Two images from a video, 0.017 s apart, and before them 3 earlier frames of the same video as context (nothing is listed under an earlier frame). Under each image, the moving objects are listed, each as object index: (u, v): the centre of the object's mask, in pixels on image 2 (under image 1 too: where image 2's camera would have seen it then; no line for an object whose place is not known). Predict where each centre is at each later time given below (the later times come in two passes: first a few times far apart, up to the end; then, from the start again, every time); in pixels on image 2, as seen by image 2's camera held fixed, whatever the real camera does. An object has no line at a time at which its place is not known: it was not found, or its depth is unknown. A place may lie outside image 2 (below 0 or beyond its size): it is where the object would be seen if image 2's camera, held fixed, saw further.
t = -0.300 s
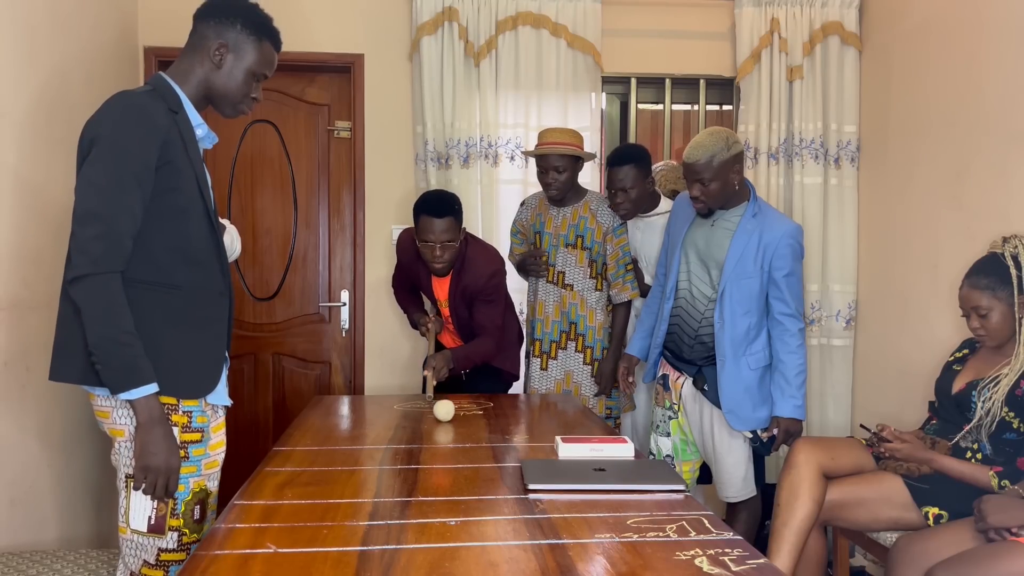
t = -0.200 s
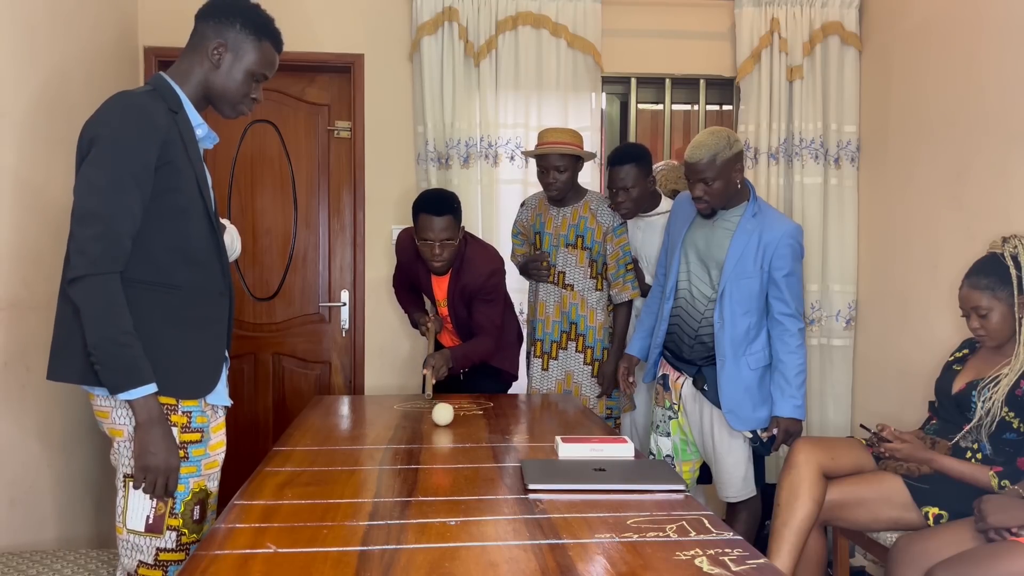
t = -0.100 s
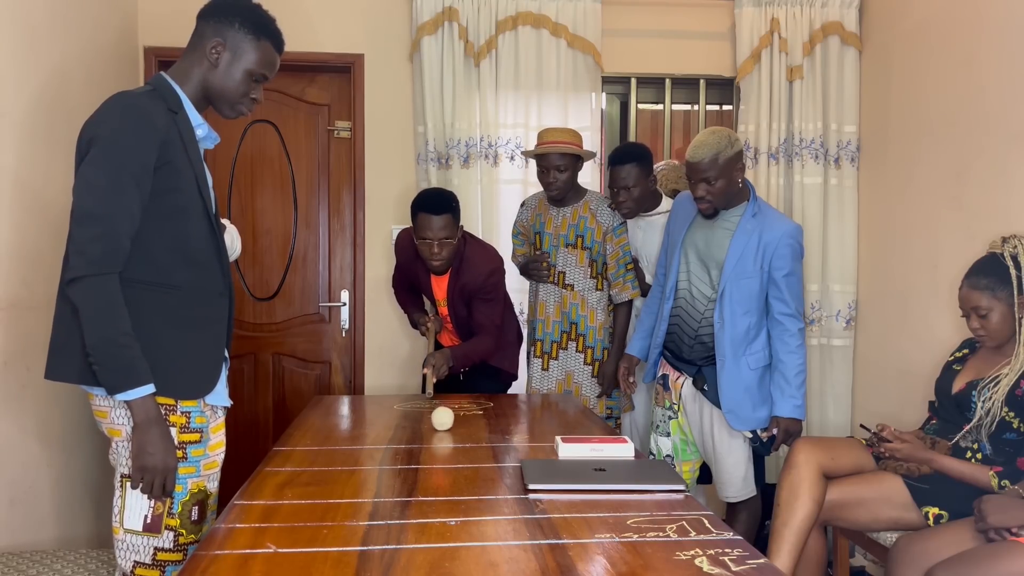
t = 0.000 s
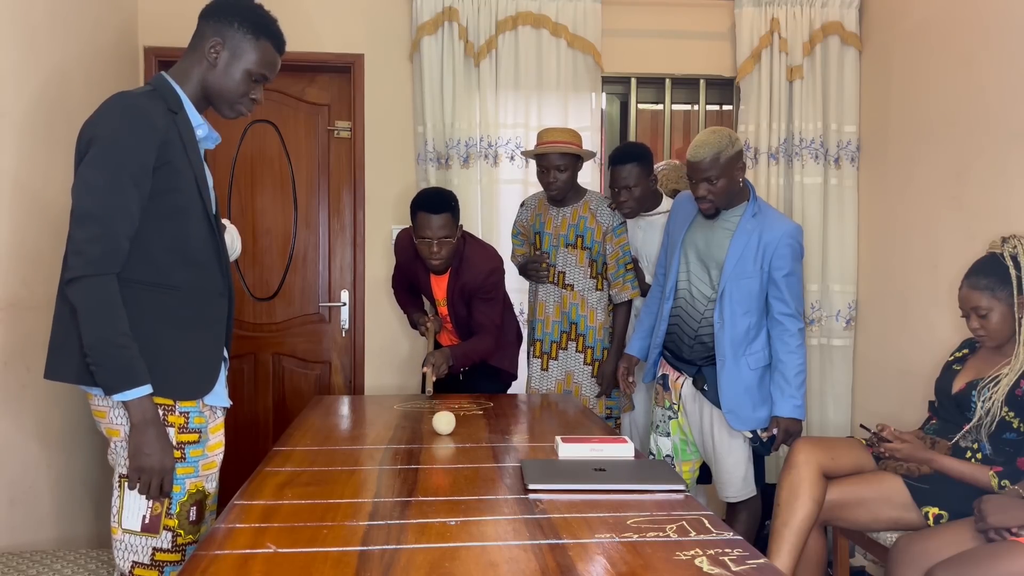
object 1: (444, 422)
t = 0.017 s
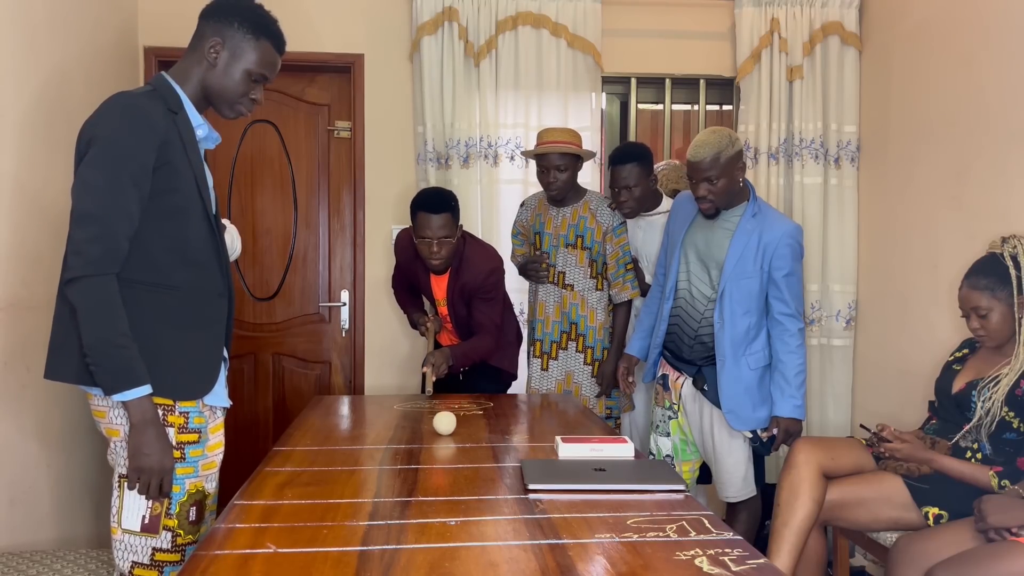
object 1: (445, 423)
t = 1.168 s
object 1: (492, 467)
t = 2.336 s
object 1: (535, 510)
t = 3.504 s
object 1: (444, 552)
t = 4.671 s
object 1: (319, 535)
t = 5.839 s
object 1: (316, 521)
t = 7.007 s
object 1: (332, 534)
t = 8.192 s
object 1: (332, 534)
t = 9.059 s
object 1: (333, 534)
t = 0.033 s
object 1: (445, 424)
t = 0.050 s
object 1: (446, 424)
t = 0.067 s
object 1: (446, 425)
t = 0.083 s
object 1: (447, 425)
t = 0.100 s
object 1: (448, 426)
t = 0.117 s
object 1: (448, 427)
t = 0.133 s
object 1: (449, 427)
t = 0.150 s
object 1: (450, 428)
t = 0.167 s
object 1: (450, 429)
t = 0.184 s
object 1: (451, 430)
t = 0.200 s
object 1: (451, 431)
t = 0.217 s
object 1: (452, 431)
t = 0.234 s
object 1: (453, 432)
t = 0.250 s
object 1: (453, 432)
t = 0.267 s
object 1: (454, 432)
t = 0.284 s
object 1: (455, 433)
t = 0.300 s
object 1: (455, 434)
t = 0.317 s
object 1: (456, 435)
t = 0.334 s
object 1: (456, 435)
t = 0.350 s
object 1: (456, 436)
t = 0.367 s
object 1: (457, 437)
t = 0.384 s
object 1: (457, 437)
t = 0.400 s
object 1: (457, 438)
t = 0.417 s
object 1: (458, 439)
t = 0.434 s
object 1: (457, 439)
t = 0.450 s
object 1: (458, 439)
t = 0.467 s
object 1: (458, 440)
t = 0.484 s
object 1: (458, 441)
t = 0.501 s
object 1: (459, 441)
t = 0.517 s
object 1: (459, 442)
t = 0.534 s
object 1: (460, 443)
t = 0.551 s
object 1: (460, 443)
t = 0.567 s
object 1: (461, 444)
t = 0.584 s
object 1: (462, 445)
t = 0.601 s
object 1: (462, 446)
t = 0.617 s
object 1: (463, 446)
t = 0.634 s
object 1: (463, 447)
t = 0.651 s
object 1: (464, 448)
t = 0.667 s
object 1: (464, 448)
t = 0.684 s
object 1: (464, 449)
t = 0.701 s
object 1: (465, 449)
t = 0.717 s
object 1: (465, 449)
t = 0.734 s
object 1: (465, 451)
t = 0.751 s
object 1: (466, 452)
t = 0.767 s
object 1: (467, 452)
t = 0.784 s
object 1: (468, 452)
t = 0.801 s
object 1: (470, 453)
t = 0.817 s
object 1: (472, 454)
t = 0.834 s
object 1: (473, 454)
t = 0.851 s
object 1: (474, 454)
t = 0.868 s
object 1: (476, 455)
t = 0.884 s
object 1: (477, 455)
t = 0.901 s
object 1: (478, 456)
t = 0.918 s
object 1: (479, 457)
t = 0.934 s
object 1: (480, 457)
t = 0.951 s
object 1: (481, 458)
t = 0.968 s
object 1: (482, 458)
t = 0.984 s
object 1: (483, 459)
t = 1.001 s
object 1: (484, 459)
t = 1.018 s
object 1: (485, 460)
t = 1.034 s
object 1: (485, 460)
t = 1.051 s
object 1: (486, 461)
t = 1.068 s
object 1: (487, 462)
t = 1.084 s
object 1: (487, 463)
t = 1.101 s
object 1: (488, 463)
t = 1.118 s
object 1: (489, 464)
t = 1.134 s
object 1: (490, 465)
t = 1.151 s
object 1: (491, 466)
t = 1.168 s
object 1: (492, 467)
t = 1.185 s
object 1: (493, 467)
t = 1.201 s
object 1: (494, 467)
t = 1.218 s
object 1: (495, 467)
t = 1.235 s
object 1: (497, 467)
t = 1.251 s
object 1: (498, 468)
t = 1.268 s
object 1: (499, 468)
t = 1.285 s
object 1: (501, 469)
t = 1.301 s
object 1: (502, 470)
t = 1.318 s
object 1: (504, 471)
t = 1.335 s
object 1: (504, 471)
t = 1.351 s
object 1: (505, 472)
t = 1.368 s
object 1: (506, 472)
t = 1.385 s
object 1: (507, 473)
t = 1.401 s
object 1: (507, 474)
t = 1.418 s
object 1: (508, 475)
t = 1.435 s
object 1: (508, 475)
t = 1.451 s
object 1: (509, 475)
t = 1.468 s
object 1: (509, 476)
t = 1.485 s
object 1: (509, 477)
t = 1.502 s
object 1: (510, 477)
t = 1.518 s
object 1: (510, 478)
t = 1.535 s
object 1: (511, 478)
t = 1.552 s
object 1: (512, 479)
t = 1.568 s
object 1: (513, 479)
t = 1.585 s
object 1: (514, 480)
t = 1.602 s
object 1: (515, 481)
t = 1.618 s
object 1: (516, 482)
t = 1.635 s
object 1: (516, 482)
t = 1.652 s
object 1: (517, 483)
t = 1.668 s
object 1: (518, 483)
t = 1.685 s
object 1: (518, 484)
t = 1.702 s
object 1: (519, 485)
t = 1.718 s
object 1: (519, 485)
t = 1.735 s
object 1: (520, 486)
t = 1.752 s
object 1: (520, 487)
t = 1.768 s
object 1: (520, 488)
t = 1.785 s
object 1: (521, 489)
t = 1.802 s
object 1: (522, 490)
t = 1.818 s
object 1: (522, 491)
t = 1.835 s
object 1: (523, 491)
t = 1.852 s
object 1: (524, 492)
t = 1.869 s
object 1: (524, 492)
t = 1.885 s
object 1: (525, 492)
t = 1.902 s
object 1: (526, 493)
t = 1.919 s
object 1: (527, 493)
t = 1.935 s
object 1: (528, 493)
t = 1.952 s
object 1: (529, 494)
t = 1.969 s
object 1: (530, 495)
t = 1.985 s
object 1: (531, 495)
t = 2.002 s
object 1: (532, 496)
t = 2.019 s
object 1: (533, 497)
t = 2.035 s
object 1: (533, 498)
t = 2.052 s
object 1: (533, 498)
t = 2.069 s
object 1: (533, 499)
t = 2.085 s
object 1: (534, 500)
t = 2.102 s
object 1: (534, 502)
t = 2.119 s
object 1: (534, 502)
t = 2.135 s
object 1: (534, 502)
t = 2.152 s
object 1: (534, 503)
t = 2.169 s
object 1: (534, 503)
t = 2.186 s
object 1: (533, 504)
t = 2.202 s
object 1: (534, 505)
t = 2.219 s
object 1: (534, 506)
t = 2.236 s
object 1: (534, 506)
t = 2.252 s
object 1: (534, 506)
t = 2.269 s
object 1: (534, 507)
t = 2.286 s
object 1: (534, 508)
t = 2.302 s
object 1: (534, 508)
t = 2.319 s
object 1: (535, 509)
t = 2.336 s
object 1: (535, 510)
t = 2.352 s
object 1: (535, 511)
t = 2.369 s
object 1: (536, 512)
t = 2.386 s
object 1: (536, 513)
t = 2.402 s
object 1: (536, 513)
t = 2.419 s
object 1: (536, 514)
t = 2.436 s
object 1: (536, 514)
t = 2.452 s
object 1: (536, 515)
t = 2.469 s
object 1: (535, 516)
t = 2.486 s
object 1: (535, 517)
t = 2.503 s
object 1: (535, 518)
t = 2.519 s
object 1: (535, 519)
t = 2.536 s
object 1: (535, 520)
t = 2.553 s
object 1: (535, 521)
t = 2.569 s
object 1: (535, 523)
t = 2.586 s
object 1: (534, 523)
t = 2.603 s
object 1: (534, 524)
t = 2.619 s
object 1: (533, 524)
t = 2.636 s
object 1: (533, 524)
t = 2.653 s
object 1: (532, 525)
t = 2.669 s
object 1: (532, 525)
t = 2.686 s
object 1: (531, 525)
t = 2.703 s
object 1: (531, 526)
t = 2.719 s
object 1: (531, 527)
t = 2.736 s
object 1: (530, 527)
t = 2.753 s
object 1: (529, 529)
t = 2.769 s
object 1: (529, 530)
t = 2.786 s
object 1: (528, 531)
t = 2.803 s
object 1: (526, 532)
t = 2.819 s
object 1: (525, 532)
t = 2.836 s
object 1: (523, 532)
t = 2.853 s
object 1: (521, 533)
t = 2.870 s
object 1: (520, 534)
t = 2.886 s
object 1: (518, 535)
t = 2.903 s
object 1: (517, 535)
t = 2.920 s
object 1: (516, 536)
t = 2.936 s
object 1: (515, 536)
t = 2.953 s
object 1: (514, 537)
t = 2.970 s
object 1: (512, 538)
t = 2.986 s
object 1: (511, 539)
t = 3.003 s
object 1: (509, 539)
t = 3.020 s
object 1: (508, 540)
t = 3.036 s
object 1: (506, 540)
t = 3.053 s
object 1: (505, 540)
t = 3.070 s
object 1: (503, 541)
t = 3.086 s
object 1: (502, 541)
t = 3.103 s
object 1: (500, 541)
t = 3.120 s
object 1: (498, 542)
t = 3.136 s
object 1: (496, 543)
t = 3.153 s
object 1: (494, 543)
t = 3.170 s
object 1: (492, 544)
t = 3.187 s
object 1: (490, 545)
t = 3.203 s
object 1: (489, 545)
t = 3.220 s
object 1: (487, 546)
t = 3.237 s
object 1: (485, 546)
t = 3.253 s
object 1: (483, 547)
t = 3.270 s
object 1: (481, 548)
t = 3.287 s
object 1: (479, 548)
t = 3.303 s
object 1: (477, 549)
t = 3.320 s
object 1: (474, 549)
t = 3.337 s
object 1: (472, 550)
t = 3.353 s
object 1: (469, 551)
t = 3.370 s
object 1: (466, 551)
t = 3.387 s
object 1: (463, 552)
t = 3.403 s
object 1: (460, 552)
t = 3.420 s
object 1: (457, 552)
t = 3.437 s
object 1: (454, 552)
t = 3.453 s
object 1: (452, 552)
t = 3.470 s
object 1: (449, 552)
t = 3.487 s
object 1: (447, 552)
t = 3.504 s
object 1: (444, 552)
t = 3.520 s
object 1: (442, 551)
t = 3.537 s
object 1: (440, 552)
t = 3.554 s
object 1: (438, 552)
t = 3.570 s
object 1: (436, 552)
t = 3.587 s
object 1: (434, 553)
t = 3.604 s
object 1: (431, 554)
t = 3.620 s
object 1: (428, 554)
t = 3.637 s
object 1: (425, 554)
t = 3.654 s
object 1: (422, 553)
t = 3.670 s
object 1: (419, 553)
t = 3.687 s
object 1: (417, 552)
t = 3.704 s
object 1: (414, 552)
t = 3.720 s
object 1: (412, 552)
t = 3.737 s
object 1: (409, 552)
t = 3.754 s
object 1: (407, 552)
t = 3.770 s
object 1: (404, 552)
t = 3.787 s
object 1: (402, 552)
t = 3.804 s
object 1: (399, 552)
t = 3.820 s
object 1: (397, 552)
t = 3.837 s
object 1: (395, 552)
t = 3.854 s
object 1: (392, 551)
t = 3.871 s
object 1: (390, 551)
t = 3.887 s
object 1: (388, 550)
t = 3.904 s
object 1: (386, 550)
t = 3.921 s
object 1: (384, 549)
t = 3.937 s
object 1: (382, 549)
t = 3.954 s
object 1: (380, 549)
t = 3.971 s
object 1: (378, 549)
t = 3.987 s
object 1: (376, 549)
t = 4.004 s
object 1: (373, 549)
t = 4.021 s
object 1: (371, 549)
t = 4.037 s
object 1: (369, 548)
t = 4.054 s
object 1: (367, 548)
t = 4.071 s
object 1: (365, 548)
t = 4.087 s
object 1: (363, 548)
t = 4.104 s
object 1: (362, 547)
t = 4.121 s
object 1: (360, 547)
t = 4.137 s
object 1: (358, 547)
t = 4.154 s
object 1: (357, 546)
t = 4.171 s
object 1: (356, 546)
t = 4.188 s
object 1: (354, 545)
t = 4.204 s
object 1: (353, 545)
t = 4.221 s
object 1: (351, 545)
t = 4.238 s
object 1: (350, 545)
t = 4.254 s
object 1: (348, 544)
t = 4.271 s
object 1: (347, 543)
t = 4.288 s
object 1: (346, 543)
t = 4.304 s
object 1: (344, 542)
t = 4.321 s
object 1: (343, 541)
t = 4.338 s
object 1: (341, 540)
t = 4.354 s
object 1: (340, 539)
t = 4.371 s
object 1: (339, 538)
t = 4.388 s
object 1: (338, 538)
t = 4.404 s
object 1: (337, 537)
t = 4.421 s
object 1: (336, 537)
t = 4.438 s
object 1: (335, 537)
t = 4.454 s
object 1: (334, 537)
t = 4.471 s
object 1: (332, 537)
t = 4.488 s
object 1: (331, 537)
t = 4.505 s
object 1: (330, 536)
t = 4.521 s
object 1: (329, 536)
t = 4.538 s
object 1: (328, 536)
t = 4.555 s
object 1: (326, 536)
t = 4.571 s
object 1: (325, 536)
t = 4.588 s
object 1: (324, 536)
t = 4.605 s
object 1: (323, 536)
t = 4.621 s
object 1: (322, 536)
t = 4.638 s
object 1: (321, 536)
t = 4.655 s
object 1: (320, 536)
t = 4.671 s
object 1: (319, 535)
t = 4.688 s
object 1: (318, 535)
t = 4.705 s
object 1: (317, 534)
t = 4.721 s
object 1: (317, 534)
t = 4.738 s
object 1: (317, 533)
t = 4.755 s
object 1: (317, 532)
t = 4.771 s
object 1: (317, 532)
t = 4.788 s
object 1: (317, 531)
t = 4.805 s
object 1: (317, 531)
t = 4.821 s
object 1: (317, 531)
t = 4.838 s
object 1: (317, 530)
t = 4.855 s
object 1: (317, 530)
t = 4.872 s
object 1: (317, 529)
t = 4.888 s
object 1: (316, 529)
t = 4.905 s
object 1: (316, 529)
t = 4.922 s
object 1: (316, 528)
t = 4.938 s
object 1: (315, 528)
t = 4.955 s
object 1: (315, 528)
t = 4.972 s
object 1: (315, 527)
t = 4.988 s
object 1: (314, 527)
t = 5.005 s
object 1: (314, 526)
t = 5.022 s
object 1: (314, 526)
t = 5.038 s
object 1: (314, 525)
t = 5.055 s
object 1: (314, 524)
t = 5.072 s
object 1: (314, 524)
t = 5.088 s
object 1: (315, 523)
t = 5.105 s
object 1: (315, 523)
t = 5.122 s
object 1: (315, 522)
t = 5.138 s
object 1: (315, 522)
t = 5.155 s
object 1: (315, 522)
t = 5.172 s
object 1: (315, 522)
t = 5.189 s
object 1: (315, 521)
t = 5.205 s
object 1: (315, 521)
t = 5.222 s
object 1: (314, 521)
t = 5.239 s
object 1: (314, 521)
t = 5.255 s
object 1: (313, 520)
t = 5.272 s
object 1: (313, 520)
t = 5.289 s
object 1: (312, 520)
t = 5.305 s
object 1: (311, 520)
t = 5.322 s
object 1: (310, 520)
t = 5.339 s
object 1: (310, 519)
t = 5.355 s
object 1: (309, 519)
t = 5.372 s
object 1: (309, 519)
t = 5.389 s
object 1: (308, 518)
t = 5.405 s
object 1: (308, 518)
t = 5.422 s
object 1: (307, 518)
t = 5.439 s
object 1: (307, 518)
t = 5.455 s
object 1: (307, 518)
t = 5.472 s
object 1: (307, 518)
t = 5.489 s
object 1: (306, 518)
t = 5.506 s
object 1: (306, 518)
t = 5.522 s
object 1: (306, 518)
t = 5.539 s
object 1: (306, 518)
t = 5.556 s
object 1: (306, 518)
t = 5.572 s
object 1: (306, 519)
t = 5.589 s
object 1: (306, 519)
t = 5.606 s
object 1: (307, 519)
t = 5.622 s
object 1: (307, 519)
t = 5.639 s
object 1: (307, 519)
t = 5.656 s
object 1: (308, 519)
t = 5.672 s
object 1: (308, 520)
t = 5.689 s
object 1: (309, 520)
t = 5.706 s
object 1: (310, 520)
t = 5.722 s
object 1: (311, 520)
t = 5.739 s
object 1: (311, 520)
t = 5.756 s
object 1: (312, 520)
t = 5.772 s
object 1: (313, 520)
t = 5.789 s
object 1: (314, 521)
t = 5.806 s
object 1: (315, 521)
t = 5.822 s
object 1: (315, 521)
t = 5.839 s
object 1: (316, 521)
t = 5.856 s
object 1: (316, 521)
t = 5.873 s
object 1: (316, 521)
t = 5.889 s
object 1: (316, 522)
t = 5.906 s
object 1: (316, 522)
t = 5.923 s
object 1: (316, 522)
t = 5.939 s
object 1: (315, 522)
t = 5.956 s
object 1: (315, 522)
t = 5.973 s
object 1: (314, 523)
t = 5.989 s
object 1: (314, 523)
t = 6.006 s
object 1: (314, 523)
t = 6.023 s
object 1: (314, 523)
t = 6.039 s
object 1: (314, 524)
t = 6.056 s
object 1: (314, 524)
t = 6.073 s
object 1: (314, 524)
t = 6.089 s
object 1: (314, 525)
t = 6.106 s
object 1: (315, 525)
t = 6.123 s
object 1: (315, 526)
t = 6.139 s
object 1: (316, 526)
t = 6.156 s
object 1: (316, 527)
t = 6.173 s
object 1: (317, 527)
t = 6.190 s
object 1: (318, 527)
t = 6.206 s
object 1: (318, 527)
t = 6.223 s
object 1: (319, 527)
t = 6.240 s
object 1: (320, 527)
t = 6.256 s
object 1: (320, 528)
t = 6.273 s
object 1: (321, 528)
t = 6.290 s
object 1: (321, 528)
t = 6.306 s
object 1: (322, 528)
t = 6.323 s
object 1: (322, 528)
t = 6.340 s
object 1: (323, 528)
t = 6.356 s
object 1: (324, 528)
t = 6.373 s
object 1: (325, 528)
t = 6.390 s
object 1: (325, 529)
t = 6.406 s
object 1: (326, 529)
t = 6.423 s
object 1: (327, 529)
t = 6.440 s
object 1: (328, 529)
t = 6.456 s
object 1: (328, 529)
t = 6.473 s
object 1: (329, 529)
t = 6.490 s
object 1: (329, 529)
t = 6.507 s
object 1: (330, 529)
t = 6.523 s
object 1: (330, 530)
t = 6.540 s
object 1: (331, 530)
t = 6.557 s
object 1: (331, 532)
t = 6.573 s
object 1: (332, 533)
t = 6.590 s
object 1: (332, 534)
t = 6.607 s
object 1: (331, 534)
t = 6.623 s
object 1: (331, 534)
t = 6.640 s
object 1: (331, 534)
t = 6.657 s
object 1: (331, 534)
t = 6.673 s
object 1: (330, 534)
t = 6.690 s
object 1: (330, 534)
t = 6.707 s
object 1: (330, 534)
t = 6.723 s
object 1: (330, 534)
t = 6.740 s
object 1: (330, 534)
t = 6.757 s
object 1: (331, 534)
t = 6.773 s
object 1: (331, 533)
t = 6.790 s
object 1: (332, 533)
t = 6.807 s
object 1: (333, 532)
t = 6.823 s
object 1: (333, 532)
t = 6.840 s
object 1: (333, 532)
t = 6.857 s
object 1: (333, 533)
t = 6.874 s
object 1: (332, 534)
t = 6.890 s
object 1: (331, 534)
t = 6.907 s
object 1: (331, 534)
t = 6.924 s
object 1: (330, 534)
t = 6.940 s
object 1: (330, 534)
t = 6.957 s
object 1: (330, 534)
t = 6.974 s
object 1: (330, 534)
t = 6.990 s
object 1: (331, 534)
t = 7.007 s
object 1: (332, 534)
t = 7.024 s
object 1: (333, 533)
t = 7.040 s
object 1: (334, 533)
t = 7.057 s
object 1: (333, 533)
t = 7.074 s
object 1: (333, 534)
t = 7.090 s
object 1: (333, 534)
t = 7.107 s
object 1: (333, 534)
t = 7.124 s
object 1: (332, 534)
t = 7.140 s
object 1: (332, 534)
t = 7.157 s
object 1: (332, 534)
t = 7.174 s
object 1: (332, 534)
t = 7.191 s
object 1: (333, 534)
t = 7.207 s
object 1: (333, 534)
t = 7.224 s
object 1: (333, 534)
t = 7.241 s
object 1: (333, 534)
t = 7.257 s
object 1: (333, 534)
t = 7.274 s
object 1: (333, 534)
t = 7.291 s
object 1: (333, 534)
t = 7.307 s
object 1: (333, 534)
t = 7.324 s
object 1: (333, 534)
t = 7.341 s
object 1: (333, 534)
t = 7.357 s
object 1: (333, 534)
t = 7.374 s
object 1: (333, 534)
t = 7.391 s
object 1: (333, 534)
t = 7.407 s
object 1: (333, 534)
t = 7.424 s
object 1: (333, 534)
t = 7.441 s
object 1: (333, 534)
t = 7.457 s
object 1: (333, 534)
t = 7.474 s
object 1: (333, 534)
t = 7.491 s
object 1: (333, 534)
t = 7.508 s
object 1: (333, 534)
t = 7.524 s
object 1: (333, 534)
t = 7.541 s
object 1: (333, 534)
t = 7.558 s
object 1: (333, 534)
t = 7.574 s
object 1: (333, 534)
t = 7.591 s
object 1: (333, 534)
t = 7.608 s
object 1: (333, 534)
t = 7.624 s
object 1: (333, 534)
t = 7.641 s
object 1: (333, 534)
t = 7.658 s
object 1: (333, 534)
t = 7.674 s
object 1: (333, 534)
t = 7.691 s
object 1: (333, 534)
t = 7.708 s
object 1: (333, 534)
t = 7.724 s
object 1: (333, 534)
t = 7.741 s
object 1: (333, 534)
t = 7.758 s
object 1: (333, 534)
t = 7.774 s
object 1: (333, 534)
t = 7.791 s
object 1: (333, 534)
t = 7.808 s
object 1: (333, 534)
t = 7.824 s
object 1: (333, 534)
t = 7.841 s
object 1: (333, 534)
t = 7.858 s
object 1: (333, 534)
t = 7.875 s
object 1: (333, 534)
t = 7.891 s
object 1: (333, 534)
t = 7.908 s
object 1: (333, 534)
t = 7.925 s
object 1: (333, 534)
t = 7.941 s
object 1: (333, 534)
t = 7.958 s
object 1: (333, 534)
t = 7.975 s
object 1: (333, 534)
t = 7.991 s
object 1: (332, 534)
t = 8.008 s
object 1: (332, 534)
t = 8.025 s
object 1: (332, 534)
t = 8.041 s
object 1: (332, 534)
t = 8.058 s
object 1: (332, 534)
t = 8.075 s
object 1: (332, 534)
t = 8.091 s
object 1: (332, 534)
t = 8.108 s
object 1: (332, 534)
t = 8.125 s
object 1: (332, 534)
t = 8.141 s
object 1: (332, 534)
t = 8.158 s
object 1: (332, 534)
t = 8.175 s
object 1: (332, 534)
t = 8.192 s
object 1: (332, 534)
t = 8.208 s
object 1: (332, 534)
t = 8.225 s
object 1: (332, 534)
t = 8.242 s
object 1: (332, 534)
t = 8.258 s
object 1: (332, 534)
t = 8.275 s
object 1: (332, 534)
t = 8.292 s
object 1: (332, 534)
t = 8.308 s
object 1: (332, 534)
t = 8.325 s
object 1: (332, 534)
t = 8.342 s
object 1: (332, 534)
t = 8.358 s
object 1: (332, 534)
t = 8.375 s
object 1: (332, 534)
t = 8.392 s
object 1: (332, 534)
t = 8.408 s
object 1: (332, 534)
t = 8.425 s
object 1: (332, 534)
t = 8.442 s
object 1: (332, 534)
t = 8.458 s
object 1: (332, 534)
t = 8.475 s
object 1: (332, 534)
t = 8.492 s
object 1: (332, 534)
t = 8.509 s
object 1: (332, 534)
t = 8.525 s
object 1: (332, 534)
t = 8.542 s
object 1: (332, 534)
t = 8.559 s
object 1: (332, 534)
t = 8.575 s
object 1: (332, 534)
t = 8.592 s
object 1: (332, 534)
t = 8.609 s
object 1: (332, 534)
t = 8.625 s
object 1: (332, 534)
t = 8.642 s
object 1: (332, 534)
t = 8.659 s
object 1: (332, 534)
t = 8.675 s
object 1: (332, 534)
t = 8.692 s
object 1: (332, 534)
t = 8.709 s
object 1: (332, 534)
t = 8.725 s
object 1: (332, 534)
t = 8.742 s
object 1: (332, 534)
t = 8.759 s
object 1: (332, 534)
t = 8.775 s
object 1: (332, 534)
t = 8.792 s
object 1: (332, 534)
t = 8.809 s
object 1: (332, 534)
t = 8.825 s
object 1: (332, 534)
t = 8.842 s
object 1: (332, 534)
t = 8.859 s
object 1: (332, 534)
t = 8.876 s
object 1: (332, 534)
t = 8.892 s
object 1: (332, 534)
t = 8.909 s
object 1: (333, 534)
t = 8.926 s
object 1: (333, 534)
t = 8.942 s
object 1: (333, 534)
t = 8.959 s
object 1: (333, 534)
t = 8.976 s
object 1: (333, 534)
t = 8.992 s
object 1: (333, 534)
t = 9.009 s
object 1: (333, 534)
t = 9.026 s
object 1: (333, 534)
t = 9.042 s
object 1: (333, 534)
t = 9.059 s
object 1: (333, 534)
